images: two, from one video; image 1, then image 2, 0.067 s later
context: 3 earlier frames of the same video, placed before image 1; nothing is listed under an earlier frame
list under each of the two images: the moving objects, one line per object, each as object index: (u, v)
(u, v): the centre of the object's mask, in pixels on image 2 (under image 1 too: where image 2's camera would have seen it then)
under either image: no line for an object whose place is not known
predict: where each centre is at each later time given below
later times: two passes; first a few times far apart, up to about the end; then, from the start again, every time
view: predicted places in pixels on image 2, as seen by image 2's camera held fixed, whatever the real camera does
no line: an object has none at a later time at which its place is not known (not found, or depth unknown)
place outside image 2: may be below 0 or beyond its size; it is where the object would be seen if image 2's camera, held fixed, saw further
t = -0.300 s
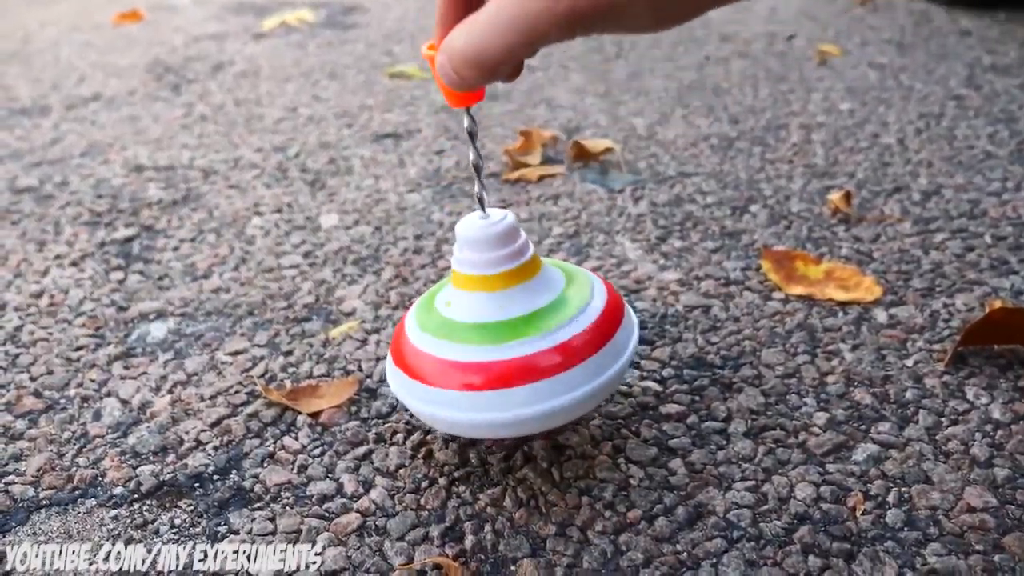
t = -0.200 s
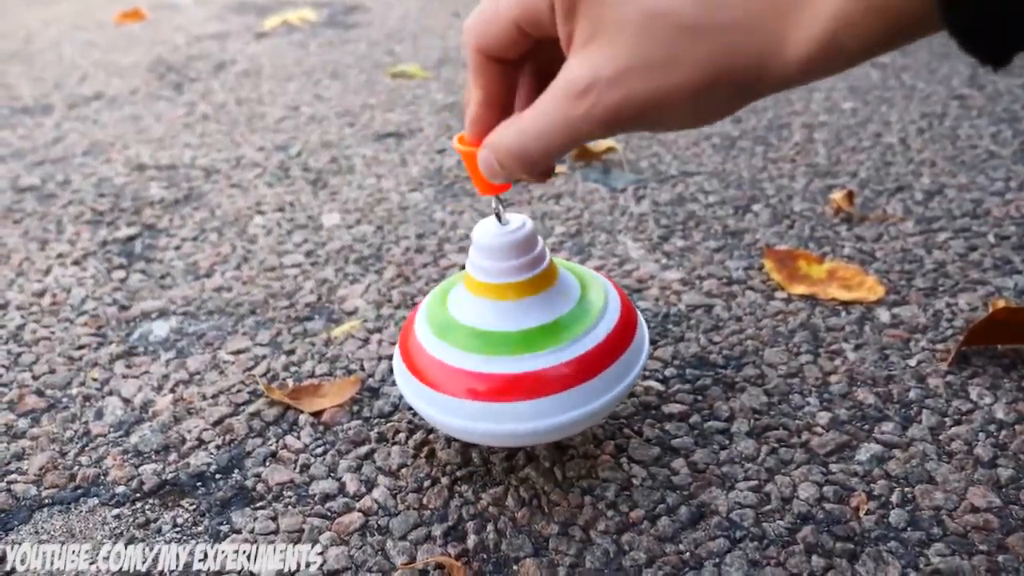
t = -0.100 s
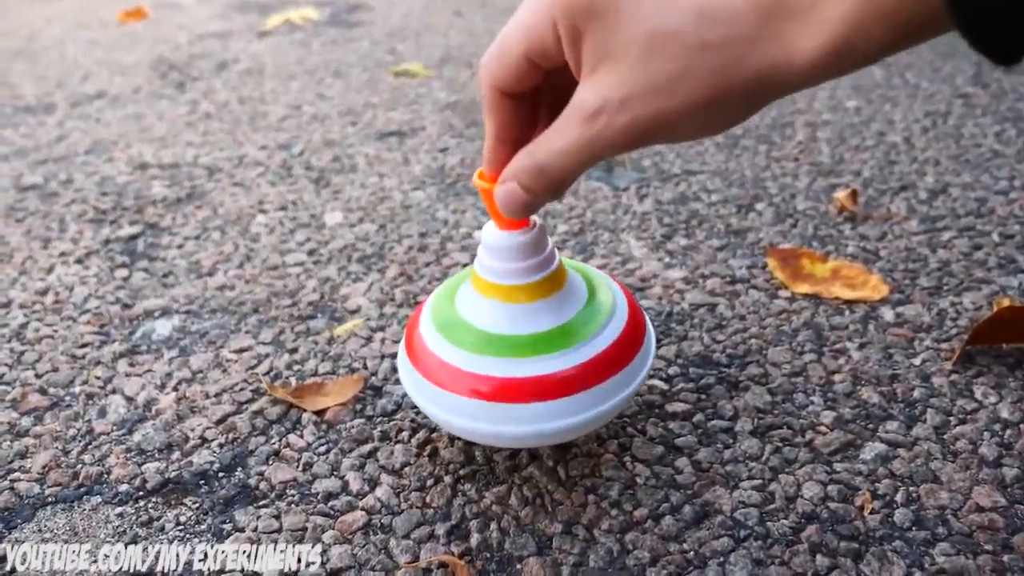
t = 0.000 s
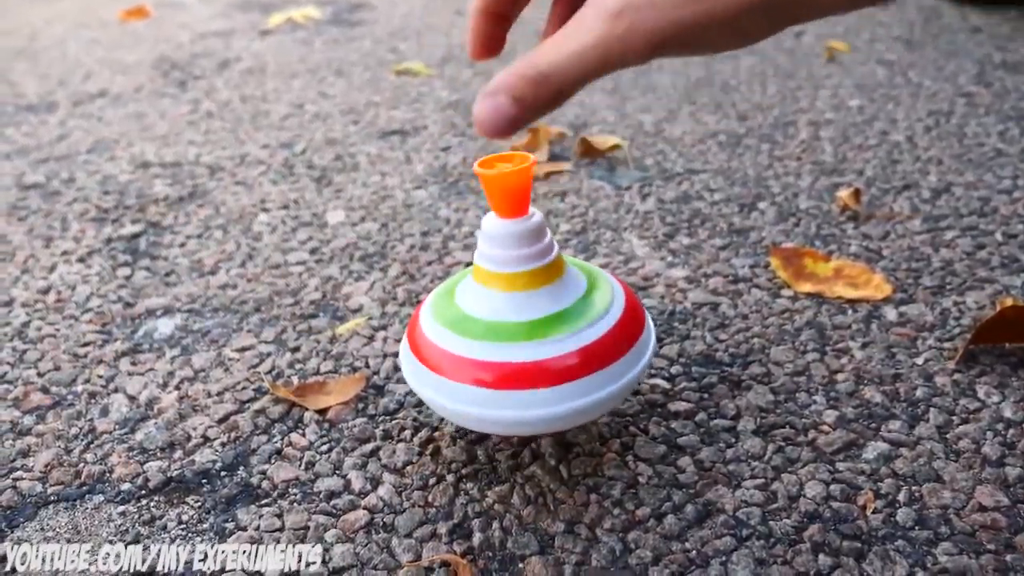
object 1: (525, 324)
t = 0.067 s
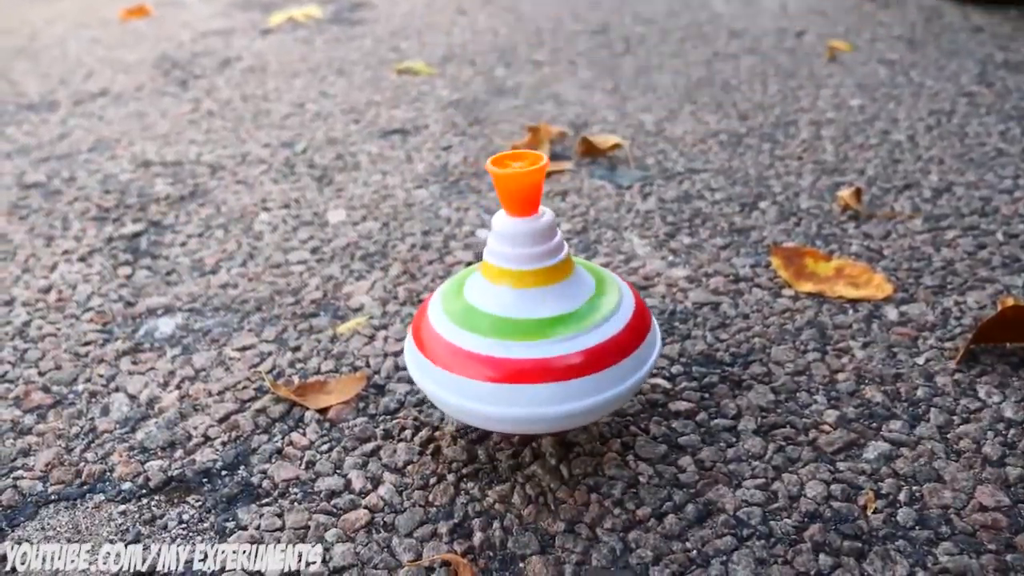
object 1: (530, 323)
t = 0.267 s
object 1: (525, 322)
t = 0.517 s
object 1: (529, 325)
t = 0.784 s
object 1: (532, 334)
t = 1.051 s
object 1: (532, 336)
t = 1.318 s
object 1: (538, 326)
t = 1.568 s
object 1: (533, 316)
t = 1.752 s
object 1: (538, 338)
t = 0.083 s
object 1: (532, 325)
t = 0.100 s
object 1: (533, 327)
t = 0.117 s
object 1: (532, 328)
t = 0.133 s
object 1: (531, 329)
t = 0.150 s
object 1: (529, 329)
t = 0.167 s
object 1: (528, 329)
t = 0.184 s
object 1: (527, 329)
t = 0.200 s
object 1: (525, 329)
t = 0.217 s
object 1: (523, 327)
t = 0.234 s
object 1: (523, 325)
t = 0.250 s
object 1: (524, 323)
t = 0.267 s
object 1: (525, 322)
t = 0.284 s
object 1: (527, 321)
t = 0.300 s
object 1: (528, 321)
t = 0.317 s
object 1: (530, 319)
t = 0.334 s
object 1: (532, 319)
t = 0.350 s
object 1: (536, 320)
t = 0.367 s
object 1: (537, 322)
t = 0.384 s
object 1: (538, 324)
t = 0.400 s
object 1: (537, 325)
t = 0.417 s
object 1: (537, 325)
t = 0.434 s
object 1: (536, 327)
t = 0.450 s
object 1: (536, 328)
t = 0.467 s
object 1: (533, 329)
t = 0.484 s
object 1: (531, 329)
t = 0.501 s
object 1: (529, 327)
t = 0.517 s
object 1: (529, 325)
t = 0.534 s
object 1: (530, 324)
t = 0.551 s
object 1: (531, 324)
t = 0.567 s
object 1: (531, 323)
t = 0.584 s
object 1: (532, 321)
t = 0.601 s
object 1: (535, 320)
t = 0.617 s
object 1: (538, 321)
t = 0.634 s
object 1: (541, 323)
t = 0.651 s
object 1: (542, 325)
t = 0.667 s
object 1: (542, 326)
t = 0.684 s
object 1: (542, 327)
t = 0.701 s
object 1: (542, 329)
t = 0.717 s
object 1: (542, 331)
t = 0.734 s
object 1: (540, 334)
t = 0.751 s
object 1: (537, 336)
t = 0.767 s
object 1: (534, 335)
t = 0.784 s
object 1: (532, 334)
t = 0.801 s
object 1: (530, 333)
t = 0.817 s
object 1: (530, 333)
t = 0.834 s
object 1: (528, 332)
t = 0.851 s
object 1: (527, 329)
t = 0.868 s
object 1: (527, 327)
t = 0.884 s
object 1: (529, 325)
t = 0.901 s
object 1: (532, 324)
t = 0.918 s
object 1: (534, 325)
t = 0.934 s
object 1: (535, 326)
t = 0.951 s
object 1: (536, 326)
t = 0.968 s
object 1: (537, 327)
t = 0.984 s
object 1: (539, 328)
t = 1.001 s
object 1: (539, 331)
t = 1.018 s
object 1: (538, 334)
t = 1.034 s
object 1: (535, 336)
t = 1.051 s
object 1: (532, 336)
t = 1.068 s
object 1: (530, 336)
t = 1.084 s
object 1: (528, 336)
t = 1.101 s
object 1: (525, 336)
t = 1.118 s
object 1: (522, 335)
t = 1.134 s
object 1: (520, 332)
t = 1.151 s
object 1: (519, 328)
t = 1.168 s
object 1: (519, 325)
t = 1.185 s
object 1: (522, 323)
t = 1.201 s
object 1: (524, 323)
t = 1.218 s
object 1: (526, 322)
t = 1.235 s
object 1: (527, 320)
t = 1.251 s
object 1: (530, 319)
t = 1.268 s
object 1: (533, 320)
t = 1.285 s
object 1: (536, 321)
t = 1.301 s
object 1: (538, 323)
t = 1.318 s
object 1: (538, 326)
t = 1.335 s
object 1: (537, 327)
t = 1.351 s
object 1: (537, 328)
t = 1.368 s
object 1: (536, 329)
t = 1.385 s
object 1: (535, 331)
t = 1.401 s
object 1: (532, 333)
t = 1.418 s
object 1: (529, 332)
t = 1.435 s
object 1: (525, 331)
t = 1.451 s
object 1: (524, 328)
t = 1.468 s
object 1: (523, 326)
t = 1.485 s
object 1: (524, 325)
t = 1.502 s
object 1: (524, 324)
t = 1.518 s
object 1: (524, 321)
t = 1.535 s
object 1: (525, 319)
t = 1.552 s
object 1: (528, 316)
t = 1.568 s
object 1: (533, 316)
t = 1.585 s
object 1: (537, 317)
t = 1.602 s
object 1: (540, 318)
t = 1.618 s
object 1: (542, 319)
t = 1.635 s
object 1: (544, 320)
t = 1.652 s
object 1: (546, 322)
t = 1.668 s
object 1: (548, 325)
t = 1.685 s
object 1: (548, 329)
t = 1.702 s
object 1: (547, 333)
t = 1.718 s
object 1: (544, 336)
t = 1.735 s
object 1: (541, 337)
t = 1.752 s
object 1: (538, 338)
